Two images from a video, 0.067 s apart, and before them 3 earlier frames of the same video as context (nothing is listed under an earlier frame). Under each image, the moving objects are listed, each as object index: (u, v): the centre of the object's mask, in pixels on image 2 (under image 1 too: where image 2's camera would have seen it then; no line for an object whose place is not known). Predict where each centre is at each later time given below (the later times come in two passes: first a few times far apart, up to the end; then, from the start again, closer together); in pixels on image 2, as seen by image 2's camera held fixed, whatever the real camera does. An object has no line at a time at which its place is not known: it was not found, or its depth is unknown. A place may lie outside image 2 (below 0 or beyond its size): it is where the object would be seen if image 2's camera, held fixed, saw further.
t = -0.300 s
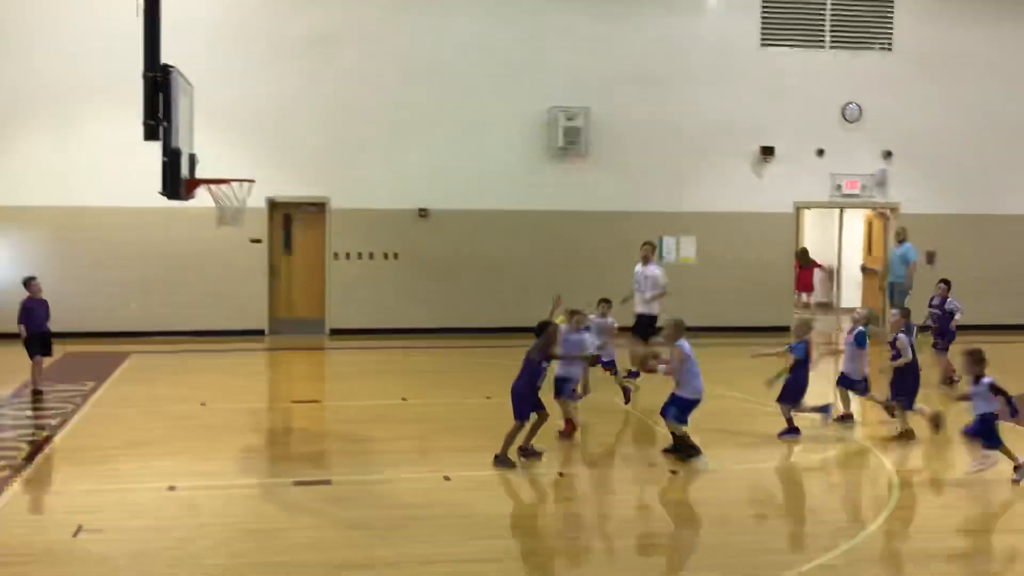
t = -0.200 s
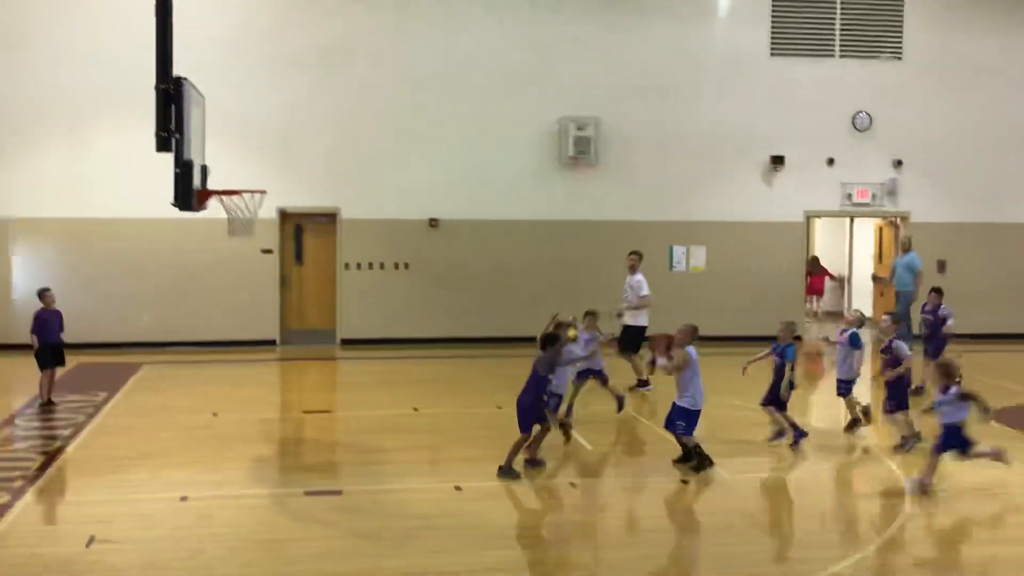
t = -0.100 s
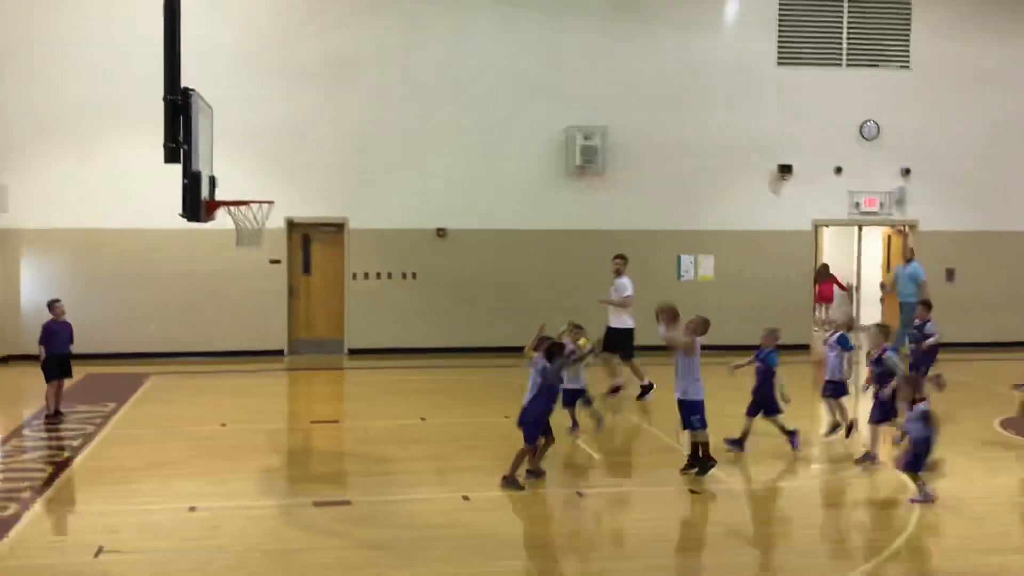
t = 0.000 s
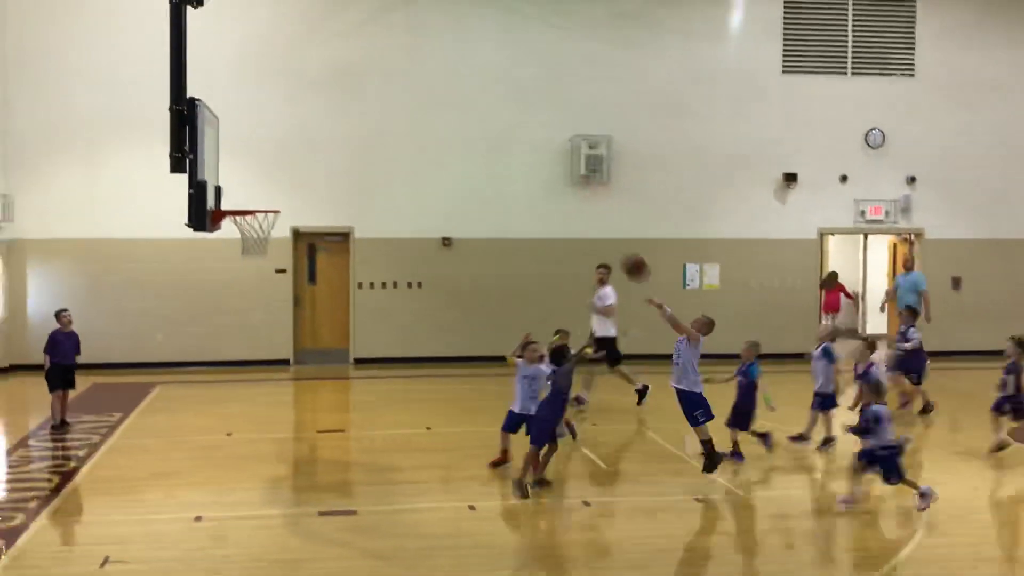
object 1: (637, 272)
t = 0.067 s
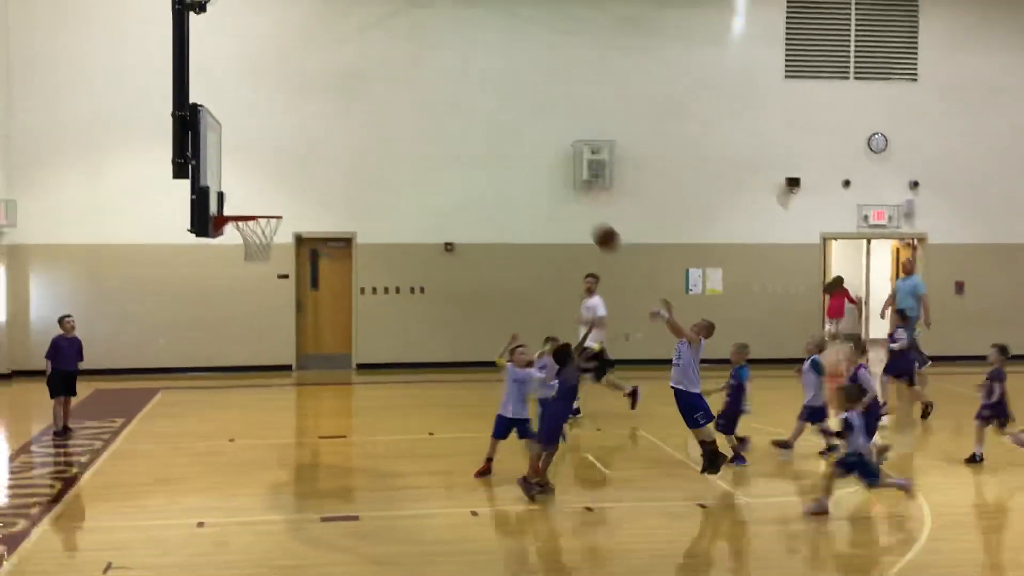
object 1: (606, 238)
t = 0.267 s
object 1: (515, 167)
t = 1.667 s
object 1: (235, 348)
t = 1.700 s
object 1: (231, 363)
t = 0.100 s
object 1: (591, 223)
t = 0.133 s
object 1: (576, 210)
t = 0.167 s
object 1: (560, 198)
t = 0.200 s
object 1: (546, 186)
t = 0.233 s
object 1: (530, 176)
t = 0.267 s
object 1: (515, 167)
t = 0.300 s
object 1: (501, 159)
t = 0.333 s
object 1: (486, 153)
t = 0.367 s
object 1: (472, 147)
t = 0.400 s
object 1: (457, 143)
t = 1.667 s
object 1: (235, 348)
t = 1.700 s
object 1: (231, 363)
